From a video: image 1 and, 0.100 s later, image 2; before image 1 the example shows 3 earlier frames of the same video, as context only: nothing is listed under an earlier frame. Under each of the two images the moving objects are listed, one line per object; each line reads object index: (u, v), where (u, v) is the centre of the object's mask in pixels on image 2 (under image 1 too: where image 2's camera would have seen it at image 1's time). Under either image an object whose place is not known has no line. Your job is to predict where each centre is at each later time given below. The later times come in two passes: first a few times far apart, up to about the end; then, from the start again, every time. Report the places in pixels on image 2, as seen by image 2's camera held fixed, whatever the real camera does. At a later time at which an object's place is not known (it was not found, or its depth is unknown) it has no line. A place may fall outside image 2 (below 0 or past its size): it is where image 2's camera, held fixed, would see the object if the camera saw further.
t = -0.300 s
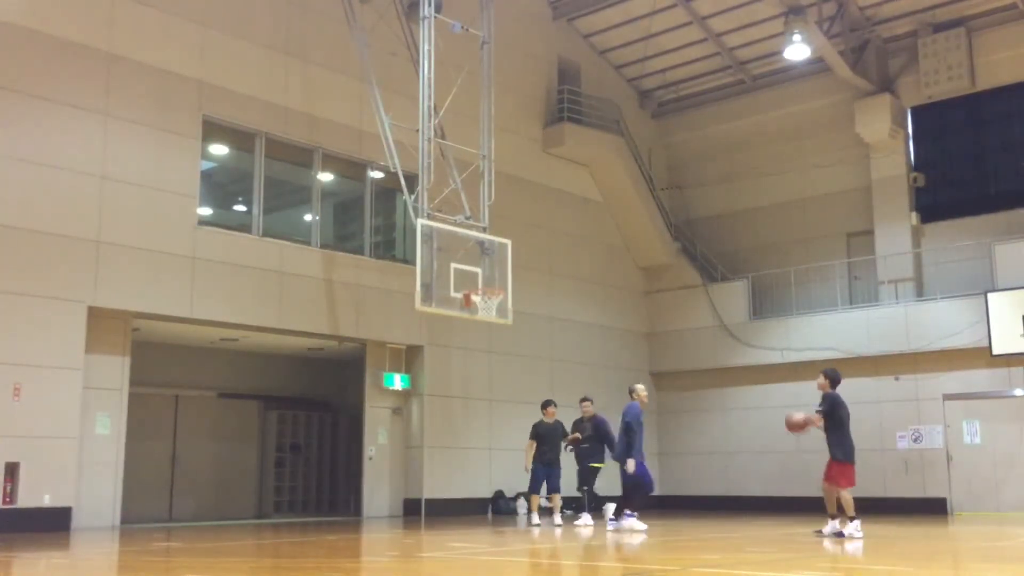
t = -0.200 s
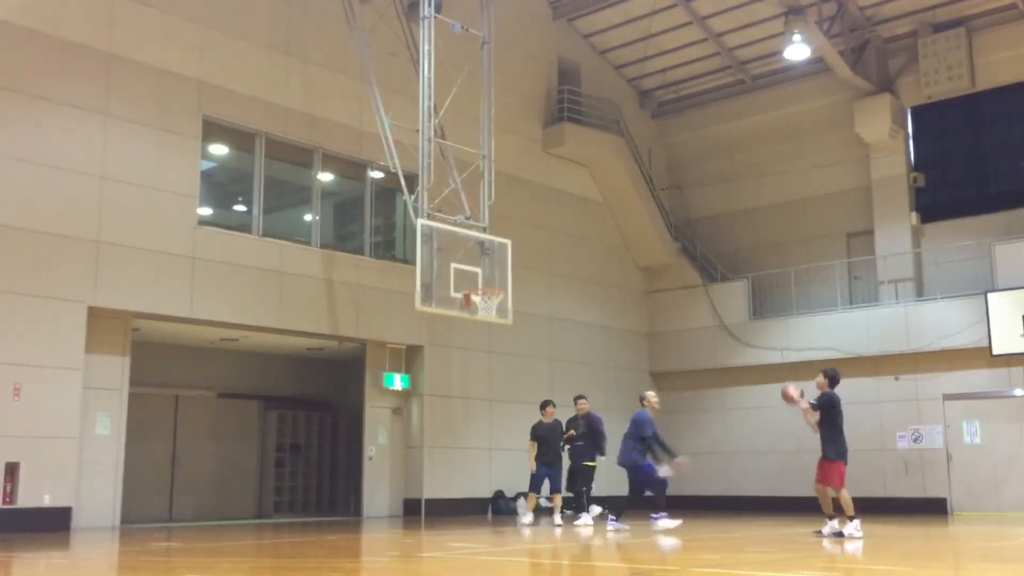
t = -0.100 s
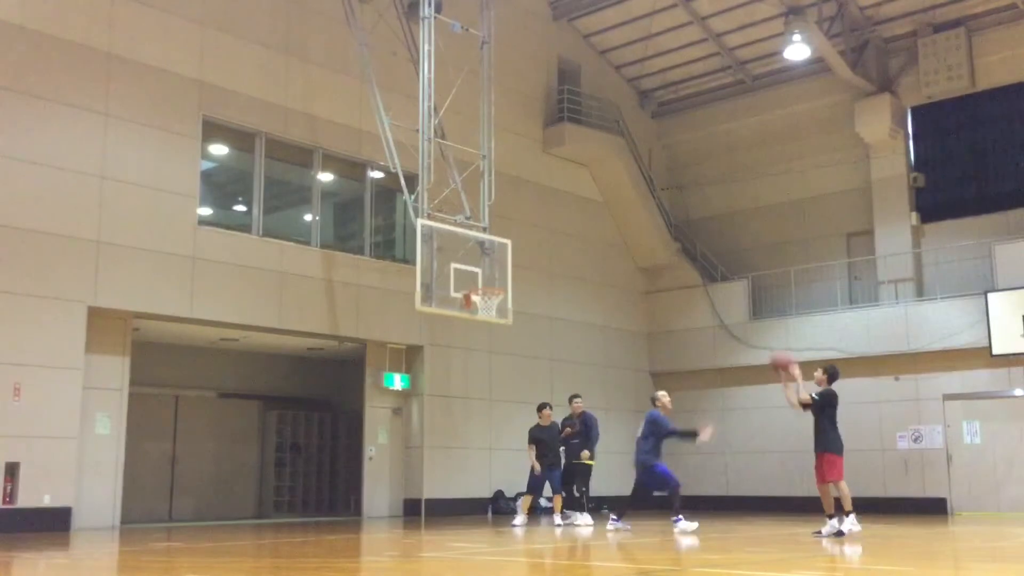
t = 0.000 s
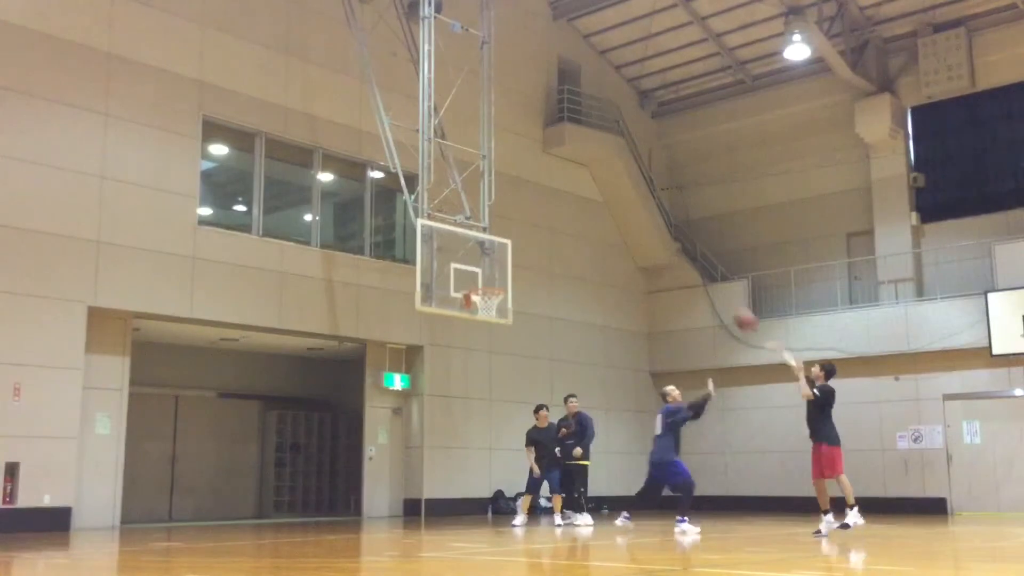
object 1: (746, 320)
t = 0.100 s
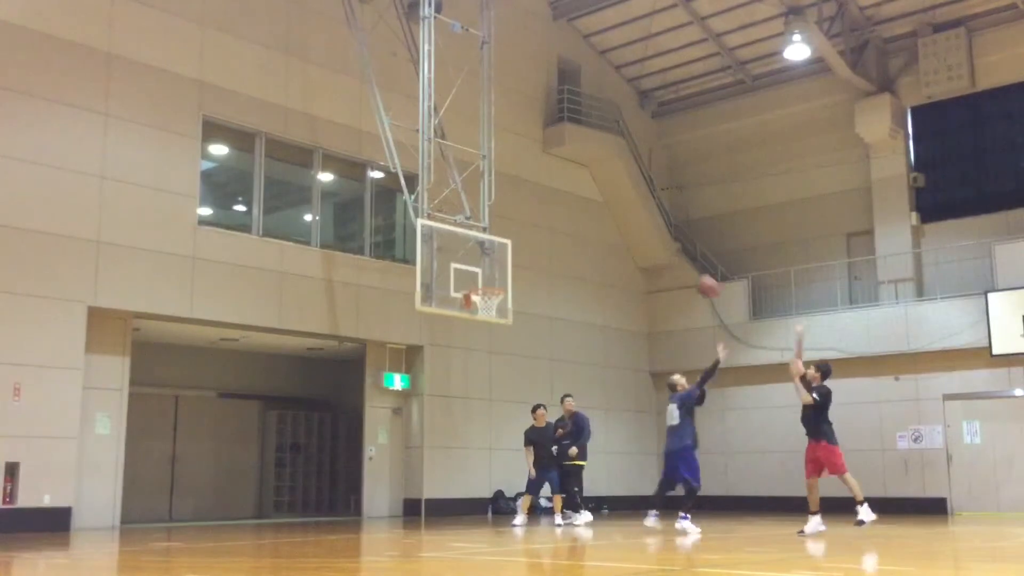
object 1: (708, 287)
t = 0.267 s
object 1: (647, 252)
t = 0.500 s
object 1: (575, 243)
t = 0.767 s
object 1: (501, 281)
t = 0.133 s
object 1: (695, 277)
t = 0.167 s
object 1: (683, 269)
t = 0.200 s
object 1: (671, 262)
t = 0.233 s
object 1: (659, 257)
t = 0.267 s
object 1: (647, 252)
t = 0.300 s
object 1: (636, 248)
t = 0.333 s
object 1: (626, 245)
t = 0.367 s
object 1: (616, 244)
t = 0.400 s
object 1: (606, 242)
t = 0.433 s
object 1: (596, 241)
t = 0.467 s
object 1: (586, 241)
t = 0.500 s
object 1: (575, 243)
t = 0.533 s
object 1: (566, 245)
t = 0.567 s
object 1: (556, 248)
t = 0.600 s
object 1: (546, 251)
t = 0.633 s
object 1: (537, 256)
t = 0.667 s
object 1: (528, 261)
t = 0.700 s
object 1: (520, 268)
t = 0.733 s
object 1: (510, 273)
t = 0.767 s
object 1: (501, 281)
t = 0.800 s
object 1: (494, 289)
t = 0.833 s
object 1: (486, 294)
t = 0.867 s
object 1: (482, 295)
